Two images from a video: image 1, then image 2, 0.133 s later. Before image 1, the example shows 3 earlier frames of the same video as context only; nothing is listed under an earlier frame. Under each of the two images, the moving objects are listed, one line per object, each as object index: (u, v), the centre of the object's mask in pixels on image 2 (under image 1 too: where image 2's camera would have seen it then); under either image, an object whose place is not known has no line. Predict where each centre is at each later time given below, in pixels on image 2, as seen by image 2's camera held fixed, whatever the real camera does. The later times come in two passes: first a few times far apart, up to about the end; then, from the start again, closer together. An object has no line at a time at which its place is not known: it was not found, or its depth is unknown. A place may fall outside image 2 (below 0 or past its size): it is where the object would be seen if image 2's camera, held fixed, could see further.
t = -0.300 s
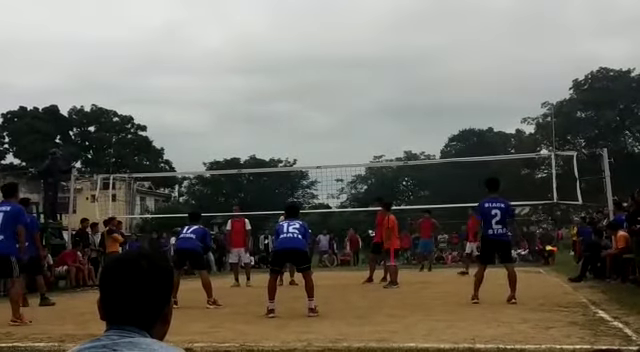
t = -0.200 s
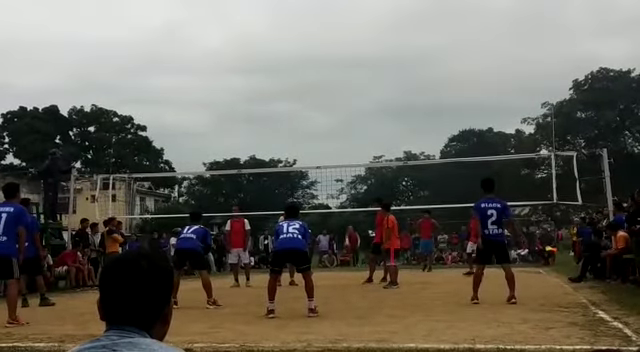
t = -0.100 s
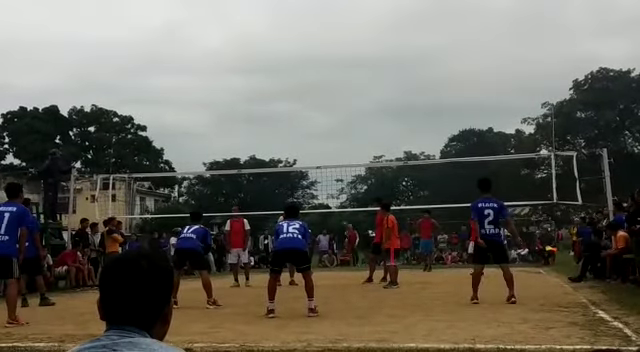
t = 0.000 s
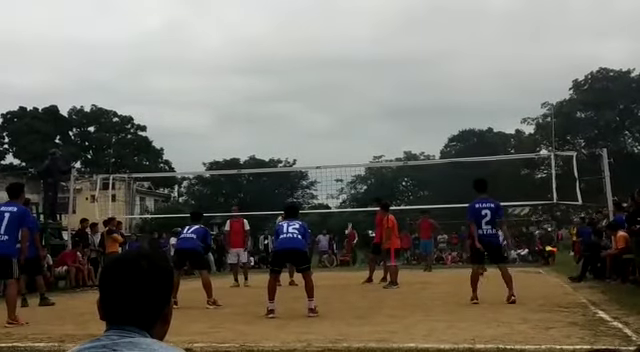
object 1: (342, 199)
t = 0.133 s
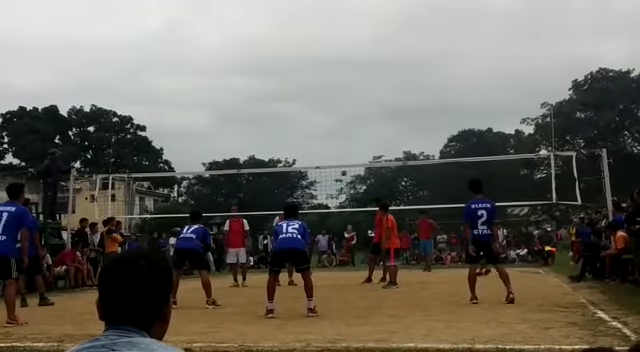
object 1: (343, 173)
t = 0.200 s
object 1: (343, 160)
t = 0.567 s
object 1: (343, 115)
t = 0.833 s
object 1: (342, 104)
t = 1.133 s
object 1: (342, 117)
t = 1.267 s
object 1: (342, 131)
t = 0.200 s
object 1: (343, 160)
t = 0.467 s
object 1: (343, 124)
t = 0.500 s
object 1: (343, 120)
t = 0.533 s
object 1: (343, 117)
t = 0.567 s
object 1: (343, 115)
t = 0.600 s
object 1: (343, 113)
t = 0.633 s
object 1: (342, 110)
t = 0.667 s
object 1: (342, 109)
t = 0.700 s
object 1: (342, 107)
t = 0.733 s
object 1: (342, 106)
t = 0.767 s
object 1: (342, 105)
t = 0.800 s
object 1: (342, 105)
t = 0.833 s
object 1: (342, 104)
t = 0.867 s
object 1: (342, 105)
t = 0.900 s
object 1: (342, 105)
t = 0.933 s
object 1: (342, 106)
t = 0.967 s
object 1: (342, 107)
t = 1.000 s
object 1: (342, 108)
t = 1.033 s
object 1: (342, 110)
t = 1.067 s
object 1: (342, 112)
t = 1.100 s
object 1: (342, 115)
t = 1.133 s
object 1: (342, 117)
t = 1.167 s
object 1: (342, 120)
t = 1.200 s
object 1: (342, 124)
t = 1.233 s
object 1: (342, 127)
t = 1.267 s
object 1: (342, 131)
